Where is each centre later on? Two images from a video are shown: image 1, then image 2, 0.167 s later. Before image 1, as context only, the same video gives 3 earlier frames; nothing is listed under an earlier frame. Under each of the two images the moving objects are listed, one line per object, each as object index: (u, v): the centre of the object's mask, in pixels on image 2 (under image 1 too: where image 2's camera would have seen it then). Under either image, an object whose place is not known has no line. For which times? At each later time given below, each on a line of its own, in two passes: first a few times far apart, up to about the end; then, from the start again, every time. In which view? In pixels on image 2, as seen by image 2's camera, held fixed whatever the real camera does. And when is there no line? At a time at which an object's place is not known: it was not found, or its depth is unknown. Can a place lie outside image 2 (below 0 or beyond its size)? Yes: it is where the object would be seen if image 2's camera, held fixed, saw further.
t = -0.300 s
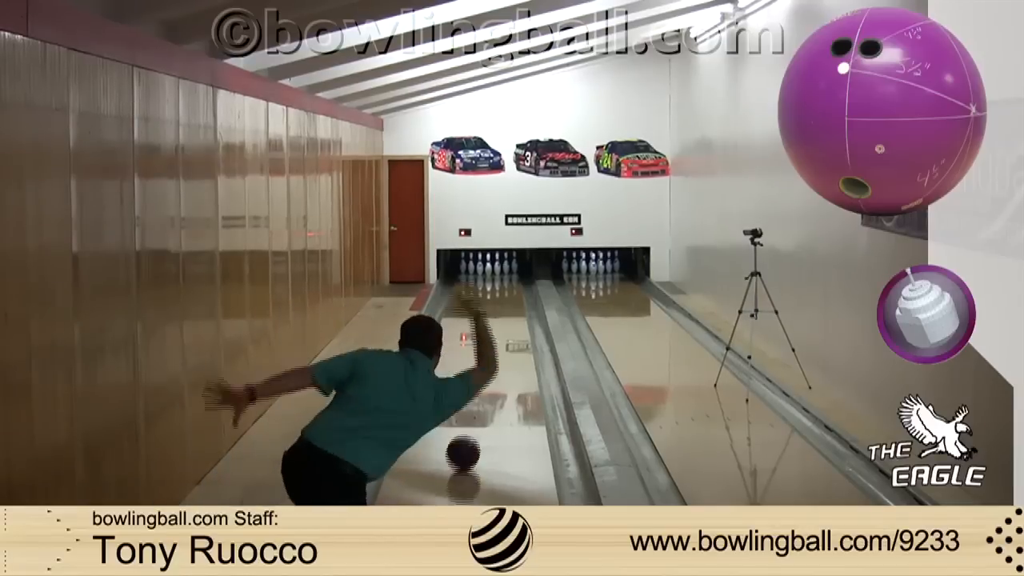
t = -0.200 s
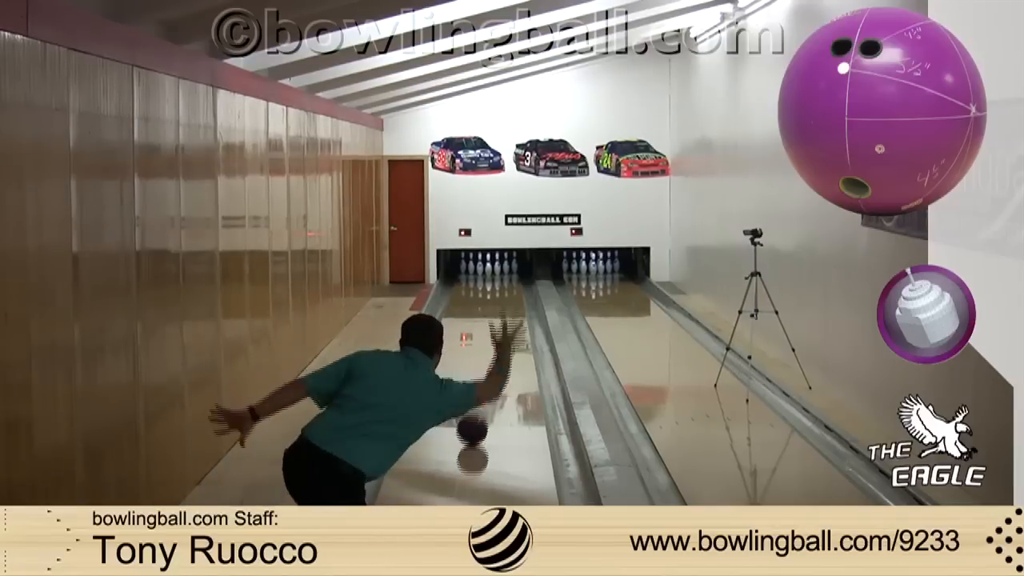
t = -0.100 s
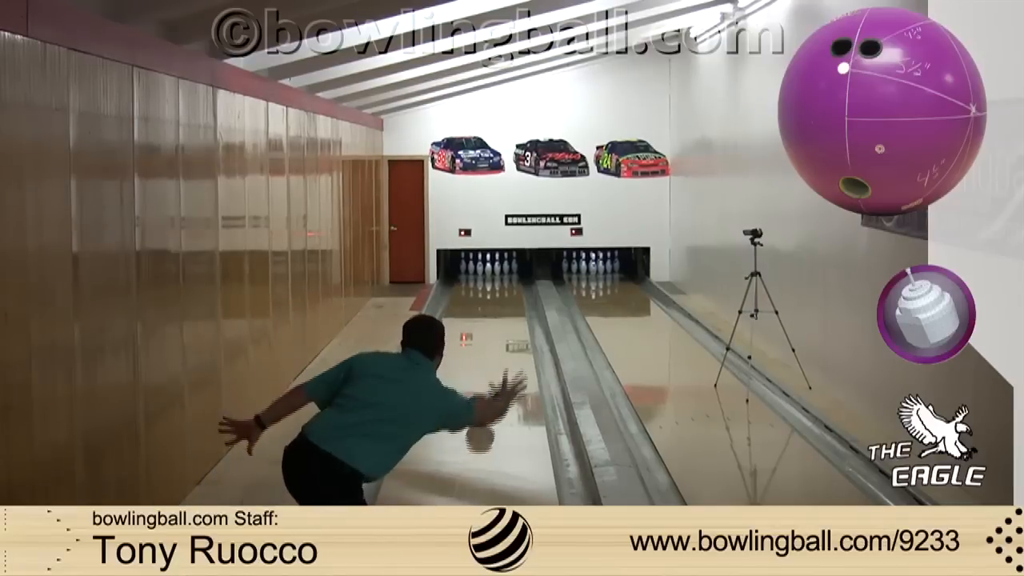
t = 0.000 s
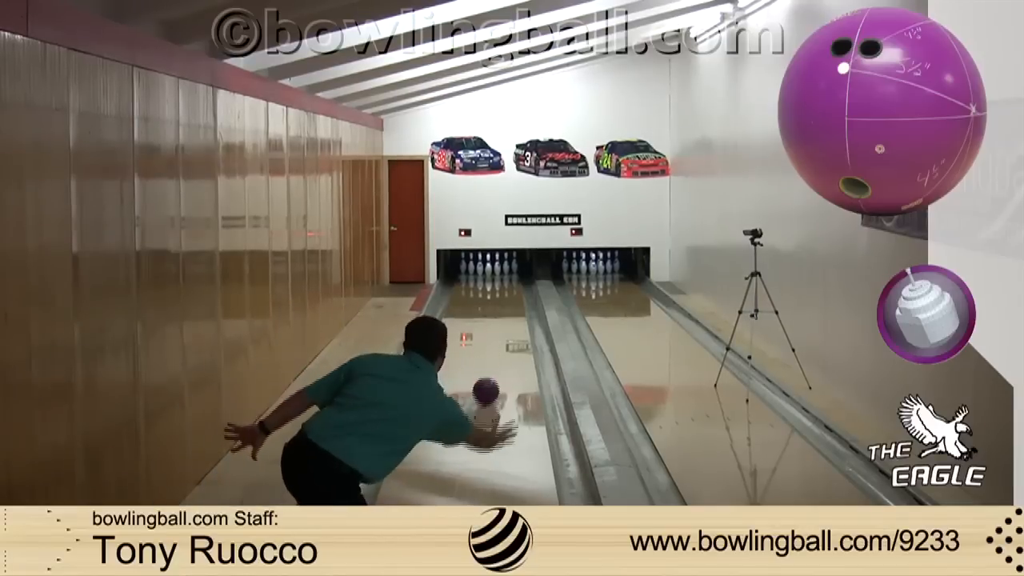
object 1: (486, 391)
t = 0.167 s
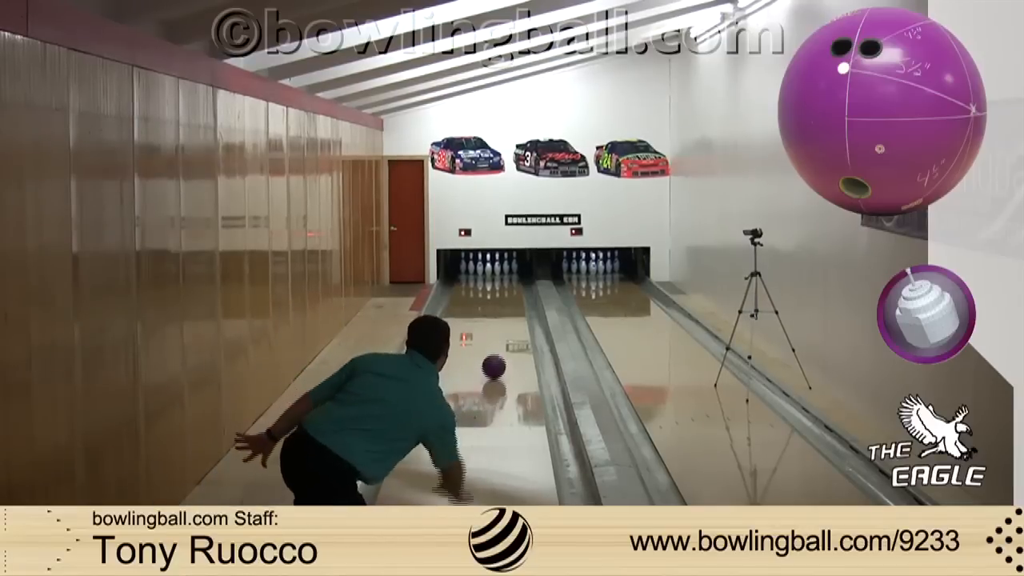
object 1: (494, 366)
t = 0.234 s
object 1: (496, 359)
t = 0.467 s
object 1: (503, 335)
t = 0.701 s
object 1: (508, 317)
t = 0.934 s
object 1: (511, 301)
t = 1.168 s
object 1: (510, 289)
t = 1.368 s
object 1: (506, 281)
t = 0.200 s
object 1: (495, 362)
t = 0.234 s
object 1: (496, 359)
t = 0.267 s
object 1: (498, 355)
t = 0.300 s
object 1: (499, 351)
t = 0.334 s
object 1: (500, 348)
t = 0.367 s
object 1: (501, 344)
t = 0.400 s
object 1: (502, 340)
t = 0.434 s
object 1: (503, 337)
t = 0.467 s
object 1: (503, 335)
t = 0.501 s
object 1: (504, 332)
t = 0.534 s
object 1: (505, 329)
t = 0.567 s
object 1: (506, 327)
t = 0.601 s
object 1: (506, 324)
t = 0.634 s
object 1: (507, 321)
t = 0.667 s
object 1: (507, 319)
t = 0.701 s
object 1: (508, 317)
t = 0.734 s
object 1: (508, 314)
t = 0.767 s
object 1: (509, 312)
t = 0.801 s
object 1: (509, 310)
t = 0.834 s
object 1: (509, 308)
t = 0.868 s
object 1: (510, 305)
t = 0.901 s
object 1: (510, 303)
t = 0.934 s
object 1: (511, 301)
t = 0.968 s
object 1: (511, 300)
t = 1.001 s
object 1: (511, 298)
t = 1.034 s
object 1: (511, 296)
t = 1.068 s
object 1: (511, 295)
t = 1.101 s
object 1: (510, 293)
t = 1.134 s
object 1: (510, 291)
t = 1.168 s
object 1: (510, 289)
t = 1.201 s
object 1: (510, 288)
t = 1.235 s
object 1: (509, 287)
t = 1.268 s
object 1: (509, 285)
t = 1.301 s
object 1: (508, 285)
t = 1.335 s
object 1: (506, 282)
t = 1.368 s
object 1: (506, 281)
